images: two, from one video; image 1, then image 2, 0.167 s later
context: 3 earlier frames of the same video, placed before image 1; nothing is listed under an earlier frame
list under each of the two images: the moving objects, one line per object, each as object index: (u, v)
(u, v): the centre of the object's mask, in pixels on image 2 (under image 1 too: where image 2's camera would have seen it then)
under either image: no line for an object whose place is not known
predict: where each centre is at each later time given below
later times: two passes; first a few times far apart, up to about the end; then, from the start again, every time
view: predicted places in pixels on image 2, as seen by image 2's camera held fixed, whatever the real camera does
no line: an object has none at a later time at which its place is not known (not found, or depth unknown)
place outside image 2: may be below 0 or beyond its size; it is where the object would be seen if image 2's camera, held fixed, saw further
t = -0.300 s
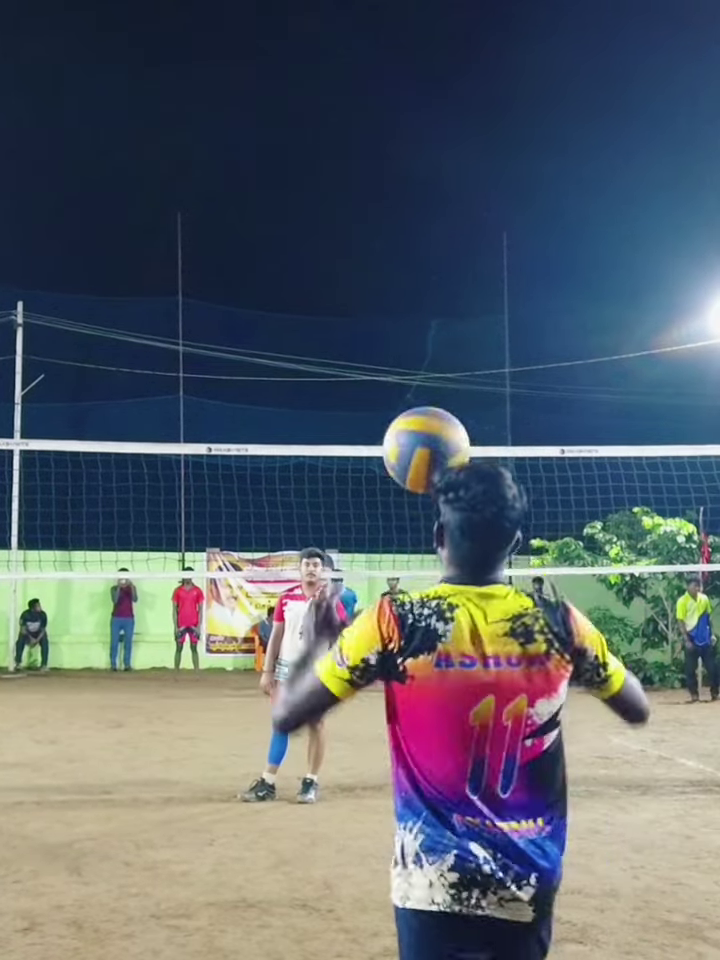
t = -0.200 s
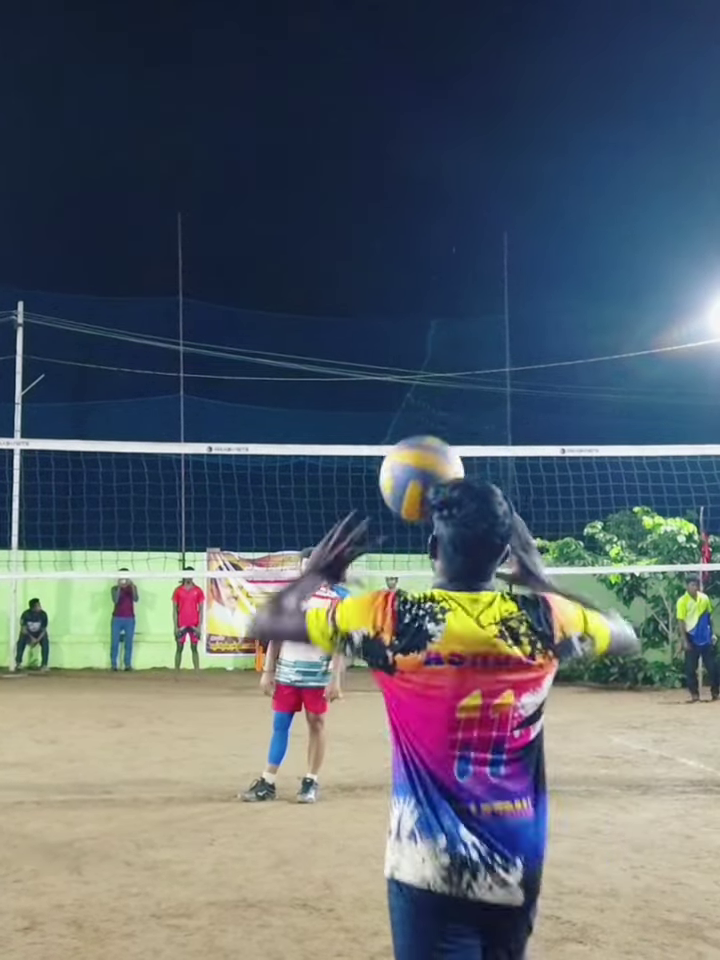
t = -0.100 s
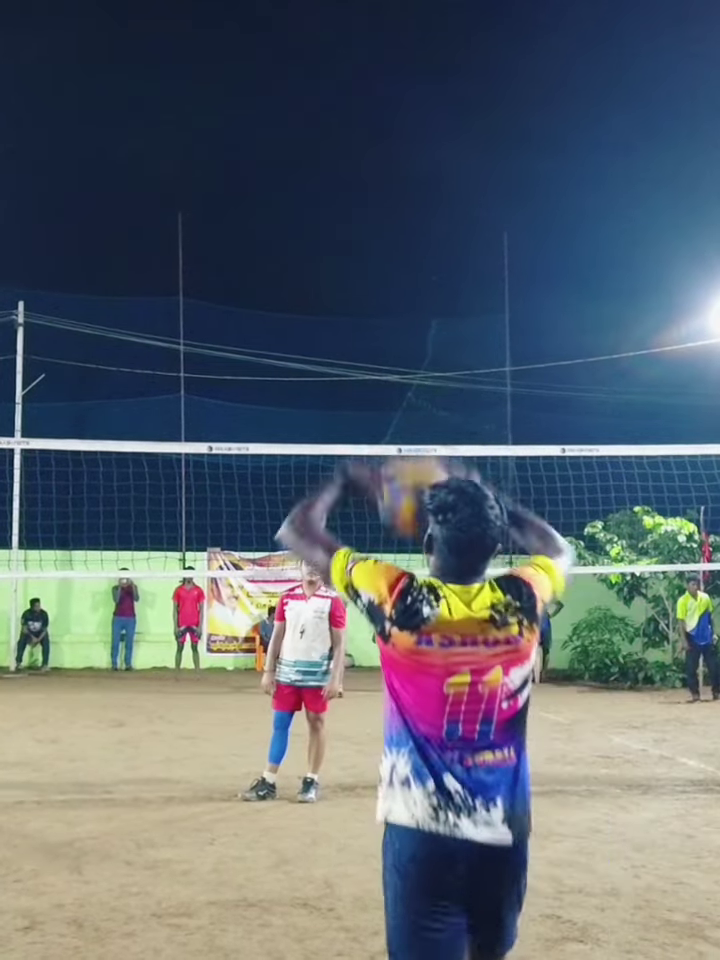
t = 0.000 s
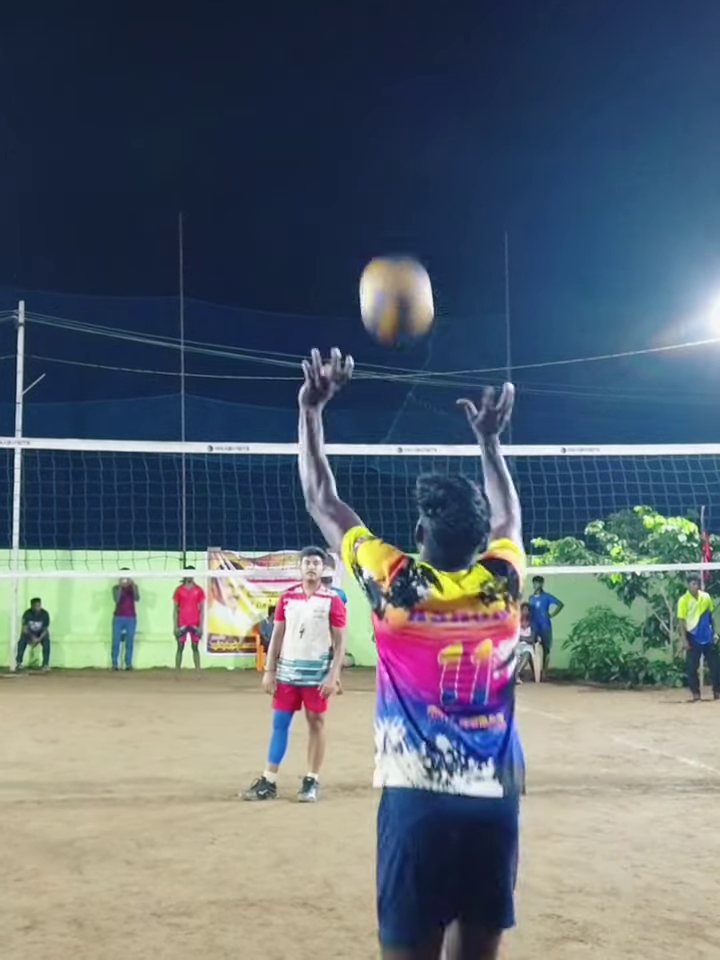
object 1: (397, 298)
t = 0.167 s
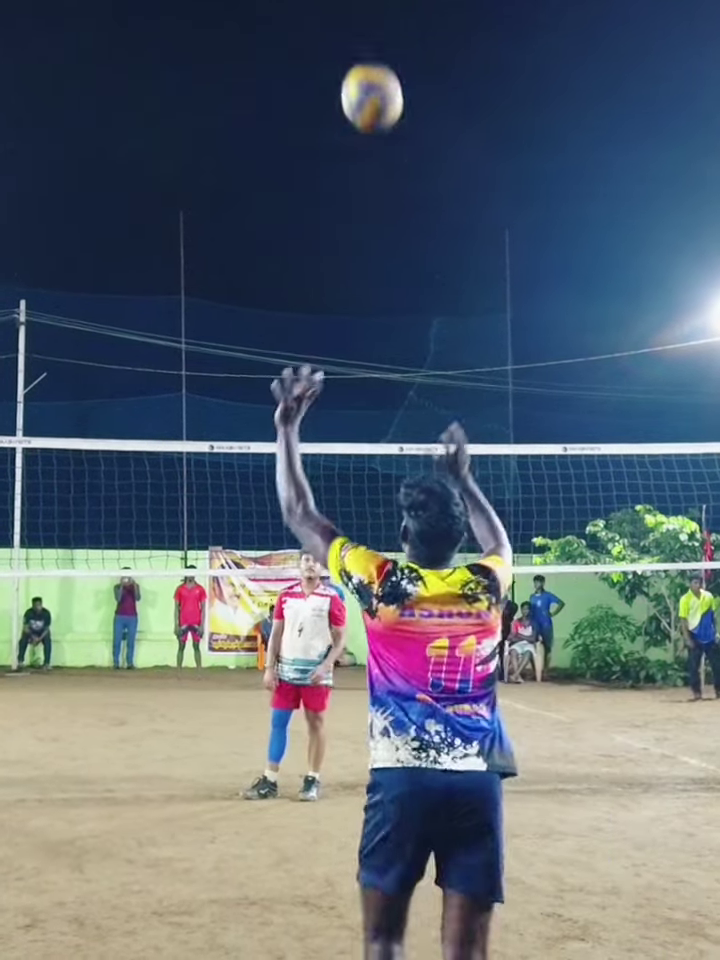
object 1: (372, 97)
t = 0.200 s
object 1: (368, 74)
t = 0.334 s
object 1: (355, 20)
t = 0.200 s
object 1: (368, 74)
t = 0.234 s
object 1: (364, 54)
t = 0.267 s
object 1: (361, 37)
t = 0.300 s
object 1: (358, 26)
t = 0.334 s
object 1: (355, 20)
